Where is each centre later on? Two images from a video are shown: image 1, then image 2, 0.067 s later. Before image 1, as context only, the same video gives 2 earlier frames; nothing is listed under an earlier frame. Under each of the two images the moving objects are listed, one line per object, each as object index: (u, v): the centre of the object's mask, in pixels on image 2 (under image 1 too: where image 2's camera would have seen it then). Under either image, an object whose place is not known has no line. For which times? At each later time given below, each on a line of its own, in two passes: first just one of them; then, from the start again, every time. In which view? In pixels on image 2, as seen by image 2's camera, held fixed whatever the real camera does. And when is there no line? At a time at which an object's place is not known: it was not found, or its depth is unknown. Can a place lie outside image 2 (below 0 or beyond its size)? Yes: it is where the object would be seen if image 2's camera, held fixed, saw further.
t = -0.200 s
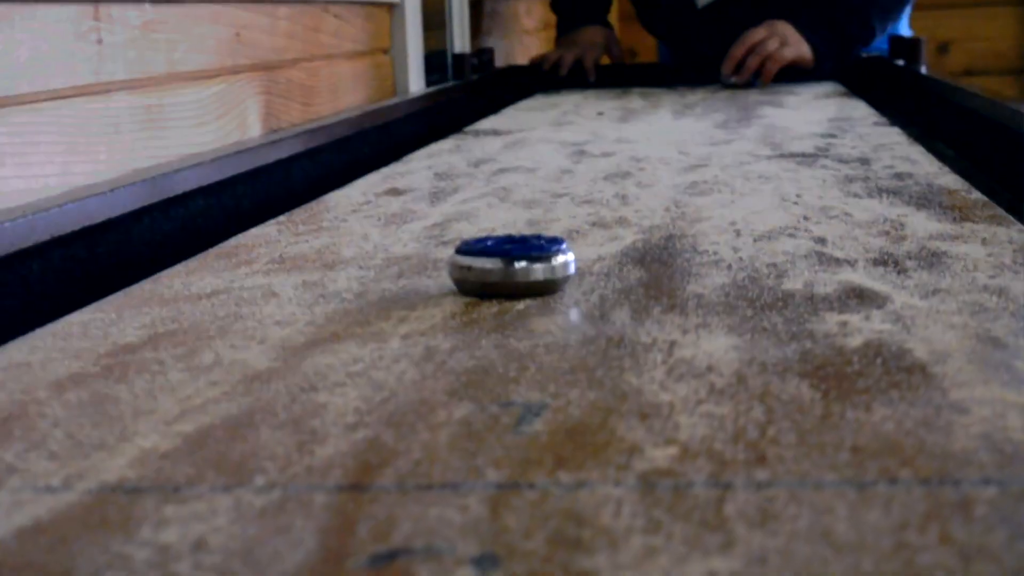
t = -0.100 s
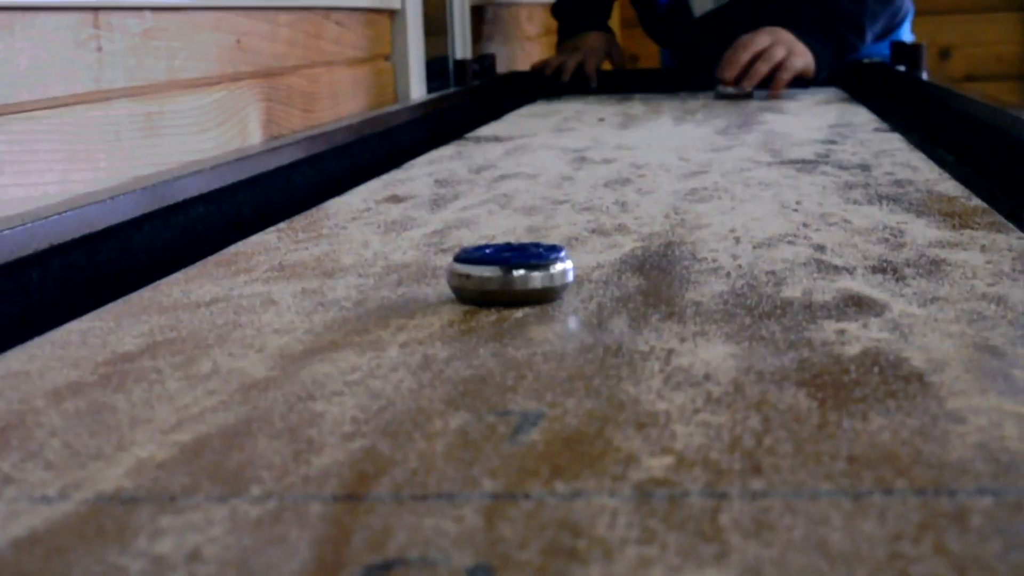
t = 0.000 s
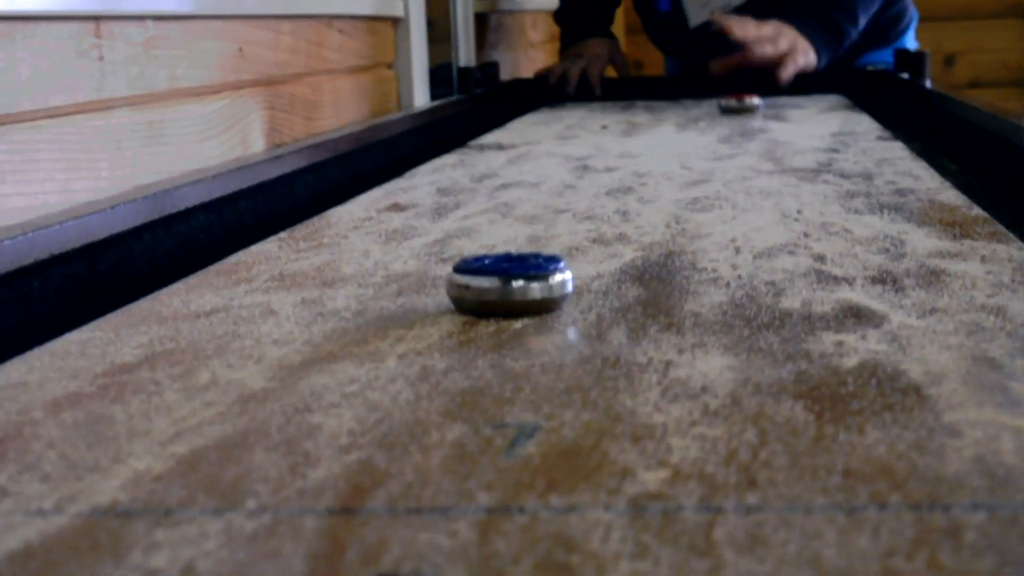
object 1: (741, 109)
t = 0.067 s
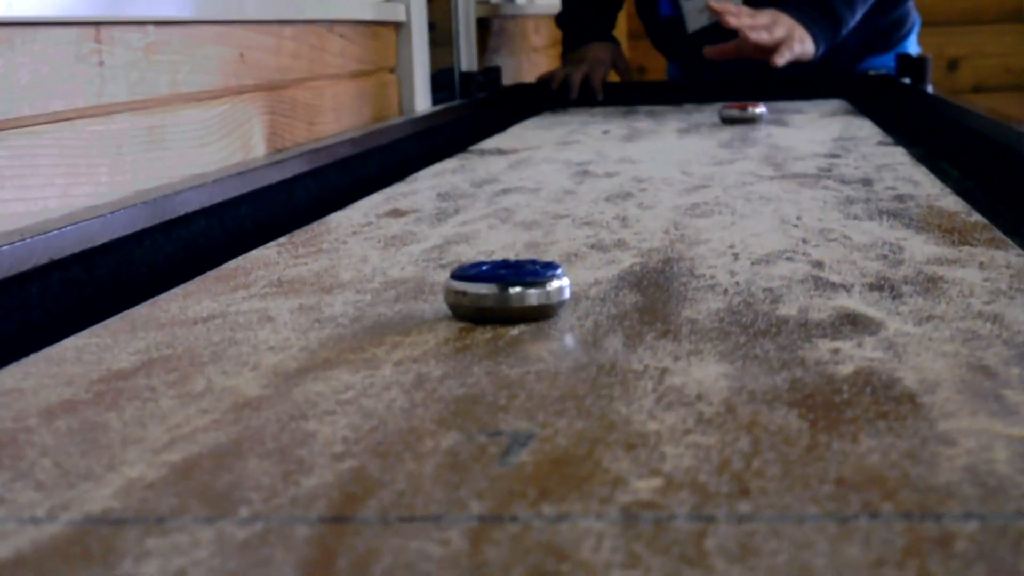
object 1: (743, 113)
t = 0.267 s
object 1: (746, 129)
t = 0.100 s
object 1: (743, 115)
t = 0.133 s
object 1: (745, 117)
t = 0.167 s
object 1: (745, 120)
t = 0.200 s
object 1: (745, 123)
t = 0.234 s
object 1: (745, 126)
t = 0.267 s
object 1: (746, 129)
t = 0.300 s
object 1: (746, 131)
